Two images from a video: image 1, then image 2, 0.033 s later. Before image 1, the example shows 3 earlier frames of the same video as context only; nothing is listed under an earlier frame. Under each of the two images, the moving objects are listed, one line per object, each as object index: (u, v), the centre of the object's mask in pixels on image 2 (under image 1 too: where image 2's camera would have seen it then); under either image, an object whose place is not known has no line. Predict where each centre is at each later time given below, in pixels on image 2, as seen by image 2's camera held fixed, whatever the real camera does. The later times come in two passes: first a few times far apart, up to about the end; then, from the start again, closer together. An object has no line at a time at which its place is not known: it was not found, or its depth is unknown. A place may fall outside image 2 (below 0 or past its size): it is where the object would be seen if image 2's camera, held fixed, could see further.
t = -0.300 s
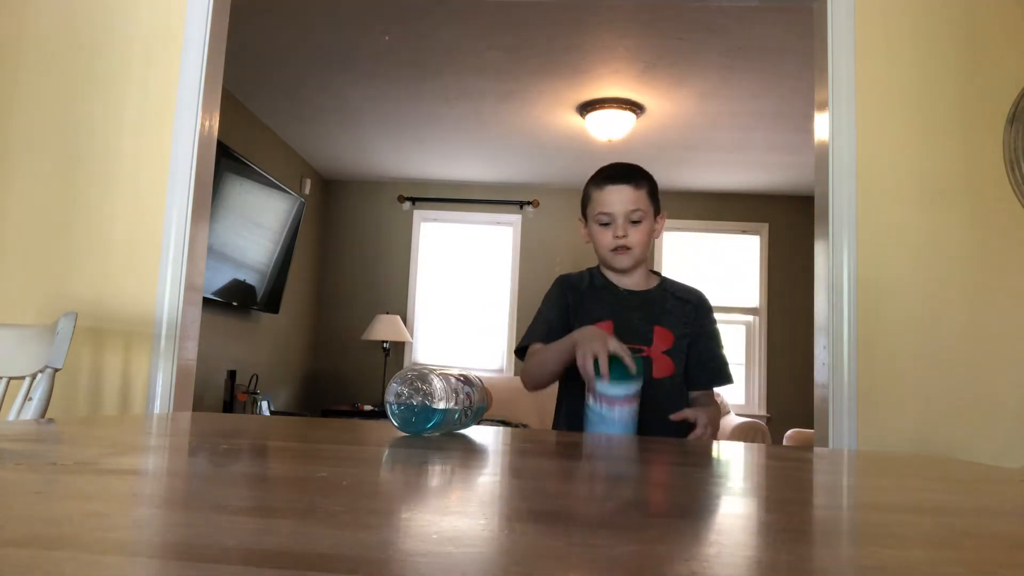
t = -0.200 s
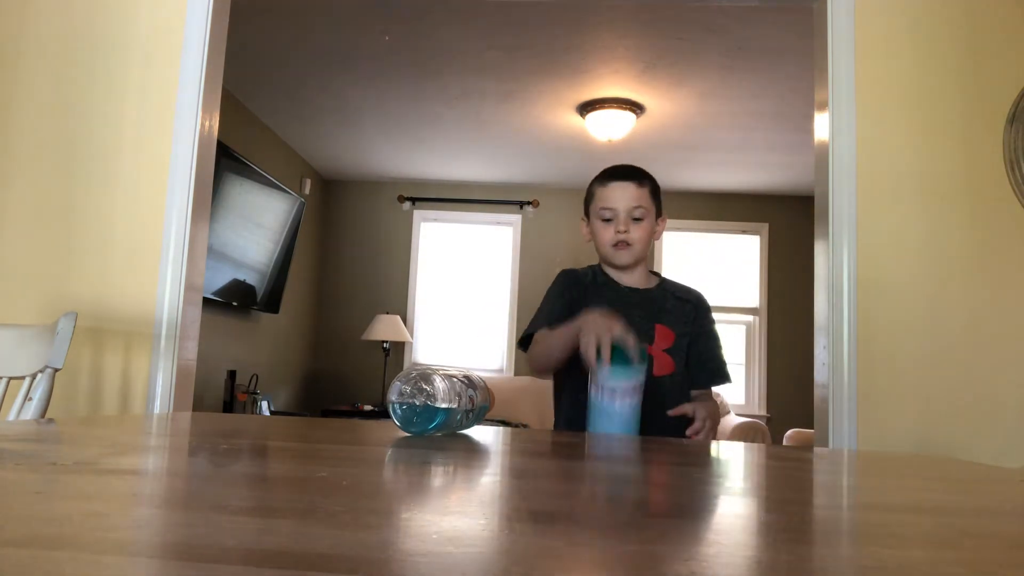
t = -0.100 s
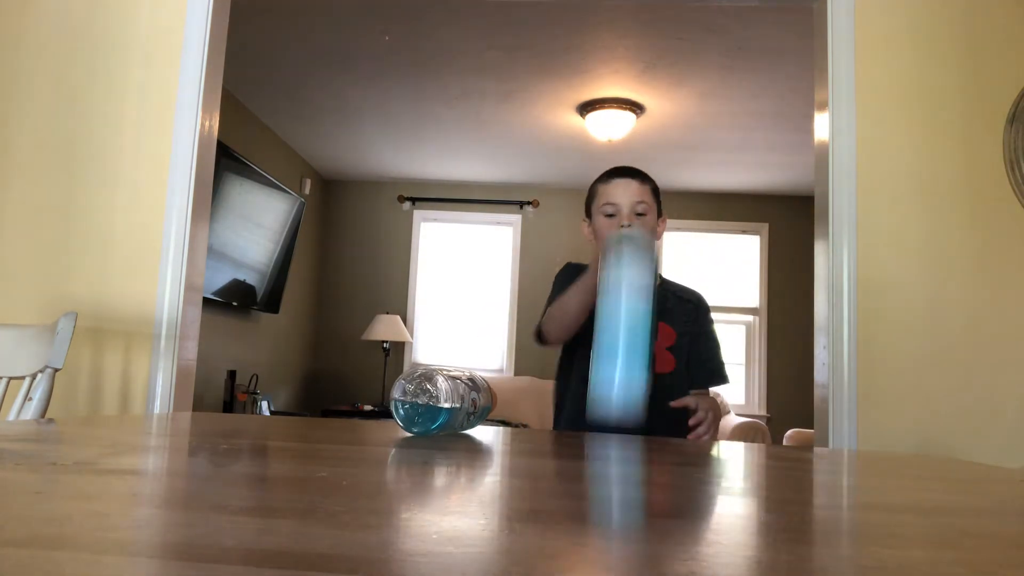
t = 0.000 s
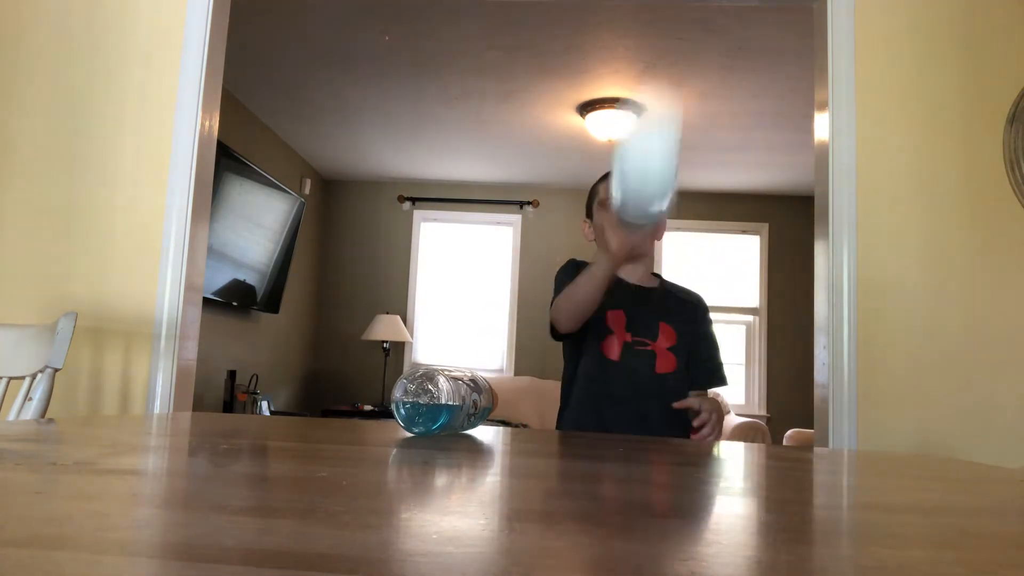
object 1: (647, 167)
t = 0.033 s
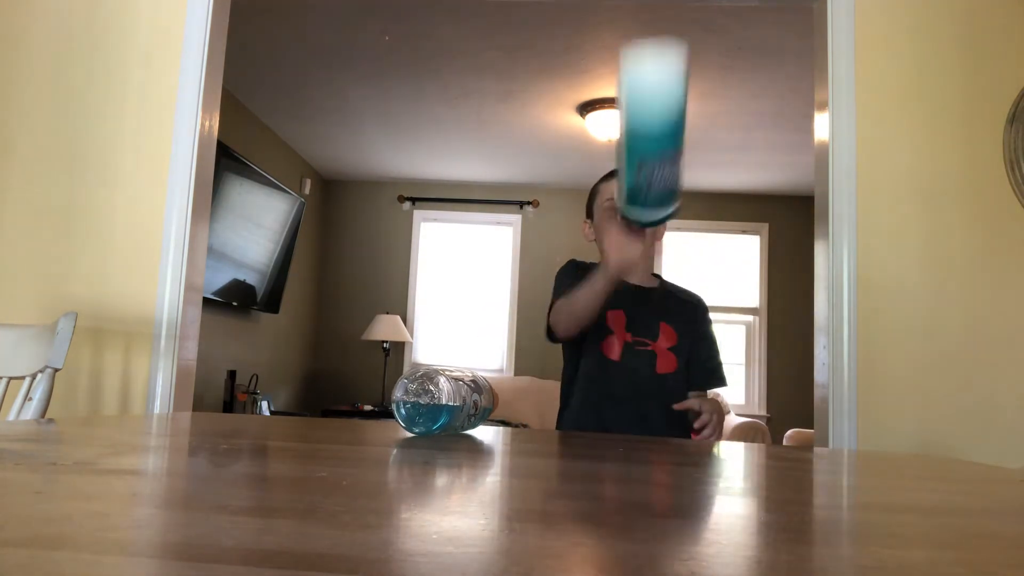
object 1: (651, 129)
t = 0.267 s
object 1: (695, 94)
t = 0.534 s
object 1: (754, 413)
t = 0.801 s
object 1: (813, 417)
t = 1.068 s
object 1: (826, 418)
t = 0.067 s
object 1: (657, 110)
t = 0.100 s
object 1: (666, 99)
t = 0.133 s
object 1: (675, 87)
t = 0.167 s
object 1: (684, 52)
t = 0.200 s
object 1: (684, 68)
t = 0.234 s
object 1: (689, 82)
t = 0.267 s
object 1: (695, 94)
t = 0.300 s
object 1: (701, 133)
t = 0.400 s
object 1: (720, 283)
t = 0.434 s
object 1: (732, 338)
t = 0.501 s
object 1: (746, 395)
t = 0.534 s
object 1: (754, 413)
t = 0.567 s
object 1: (763, 414)
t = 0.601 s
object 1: (772, 415)
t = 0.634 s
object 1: (782, 416)
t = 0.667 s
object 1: (790, 416)
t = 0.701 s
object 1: (797, 416)
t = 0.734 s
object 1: (803, 416)
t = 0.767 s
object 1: (808, 417)
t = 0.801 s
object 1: (813, 417)
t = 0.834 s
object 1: (817, 417)
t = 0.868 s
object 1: (819, 417)
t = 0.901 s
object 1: (821, 418)
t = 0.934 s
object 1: (823, 418)
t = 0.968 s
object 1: (824, 418)
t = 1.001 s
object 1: (825, 418)
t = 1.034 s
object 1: (826, 418)
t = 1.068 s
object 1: (826, 418)
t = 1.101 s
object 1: (826, 418)
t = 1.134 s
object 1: (825, 418)
